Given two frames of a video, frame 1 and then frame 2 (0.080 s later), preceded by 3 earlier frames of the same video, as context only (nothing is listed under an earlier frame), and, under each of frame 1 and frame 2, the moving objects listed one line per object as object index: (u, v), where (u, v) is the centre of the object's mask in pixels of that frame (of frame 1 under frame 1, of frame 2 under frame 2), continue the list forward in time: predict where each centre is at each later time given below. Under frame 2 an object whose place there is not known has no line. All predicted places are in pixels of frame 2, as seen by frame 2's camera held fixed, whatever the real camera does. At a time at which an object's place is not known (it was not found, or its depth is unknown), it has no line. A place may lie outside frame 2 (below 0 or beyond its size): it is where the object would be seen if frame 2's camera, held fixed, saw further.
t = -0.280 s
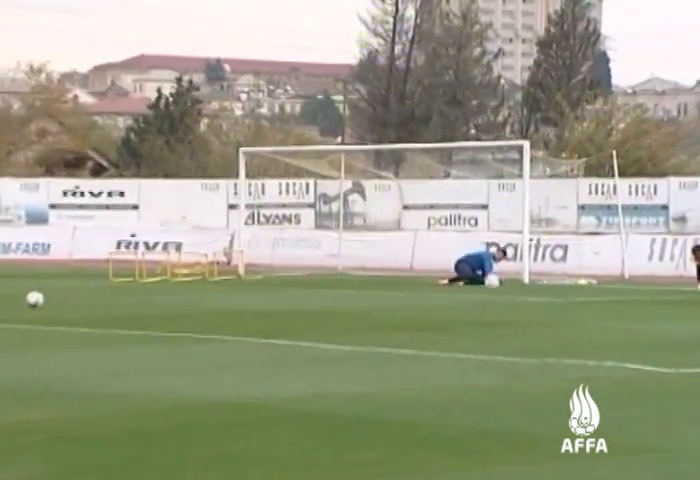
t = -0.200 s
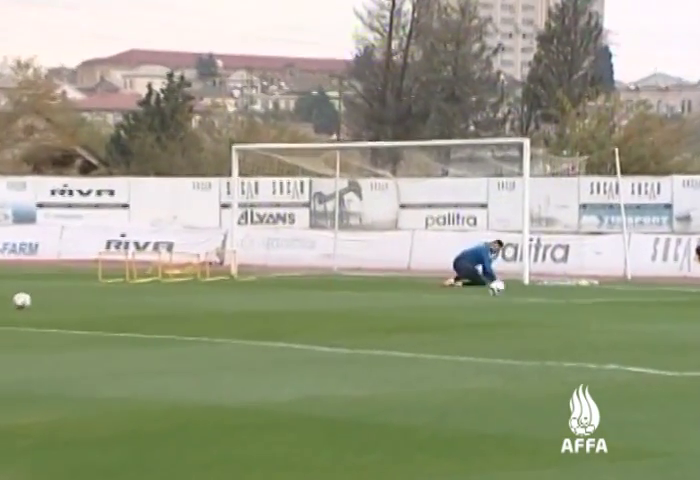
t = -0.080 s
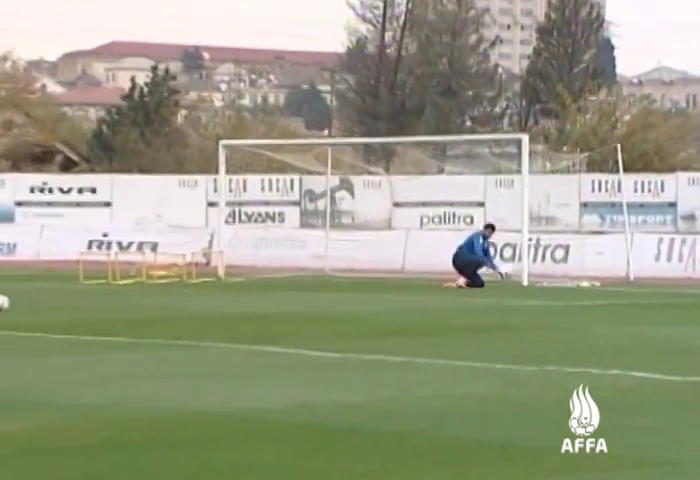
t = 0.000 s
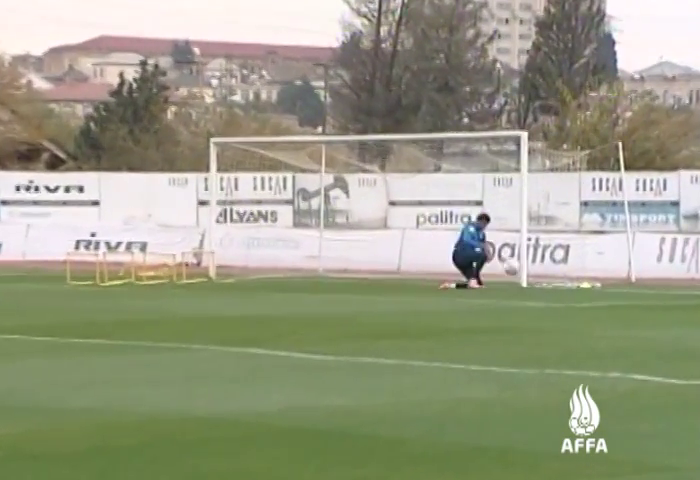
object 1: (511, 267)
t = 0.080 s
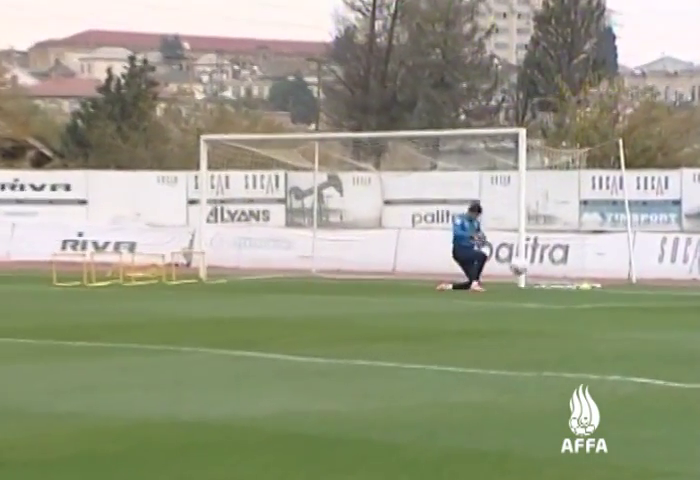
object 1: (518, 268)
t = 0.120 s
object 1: (522, 268)
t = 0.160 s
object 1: (527, 272)
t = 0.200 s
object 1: (532, 275)
